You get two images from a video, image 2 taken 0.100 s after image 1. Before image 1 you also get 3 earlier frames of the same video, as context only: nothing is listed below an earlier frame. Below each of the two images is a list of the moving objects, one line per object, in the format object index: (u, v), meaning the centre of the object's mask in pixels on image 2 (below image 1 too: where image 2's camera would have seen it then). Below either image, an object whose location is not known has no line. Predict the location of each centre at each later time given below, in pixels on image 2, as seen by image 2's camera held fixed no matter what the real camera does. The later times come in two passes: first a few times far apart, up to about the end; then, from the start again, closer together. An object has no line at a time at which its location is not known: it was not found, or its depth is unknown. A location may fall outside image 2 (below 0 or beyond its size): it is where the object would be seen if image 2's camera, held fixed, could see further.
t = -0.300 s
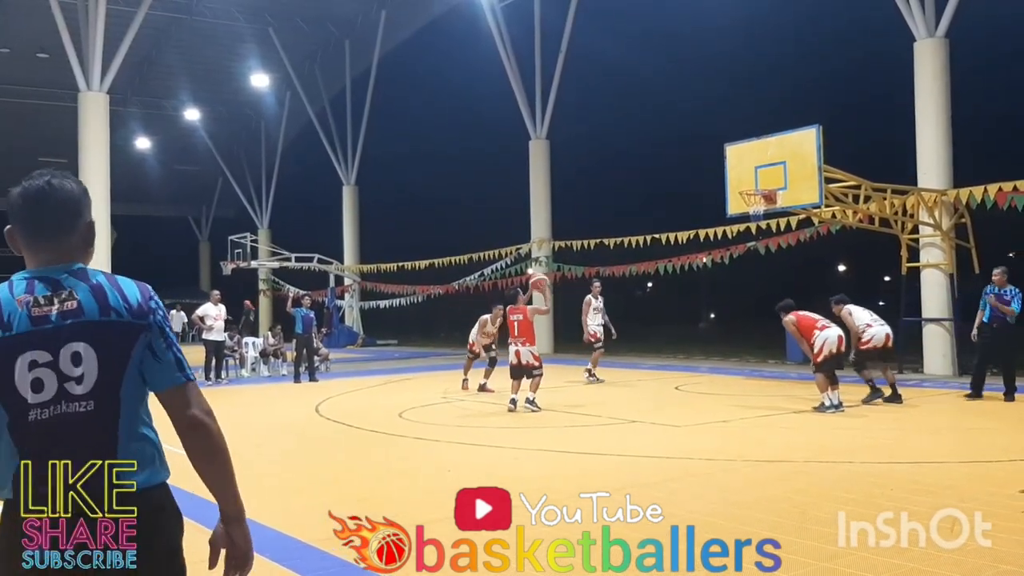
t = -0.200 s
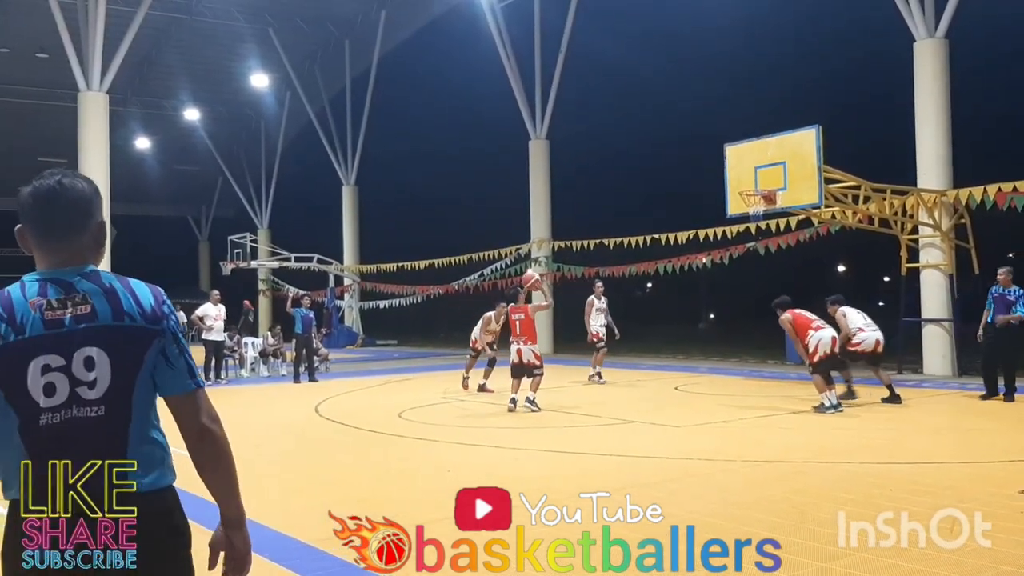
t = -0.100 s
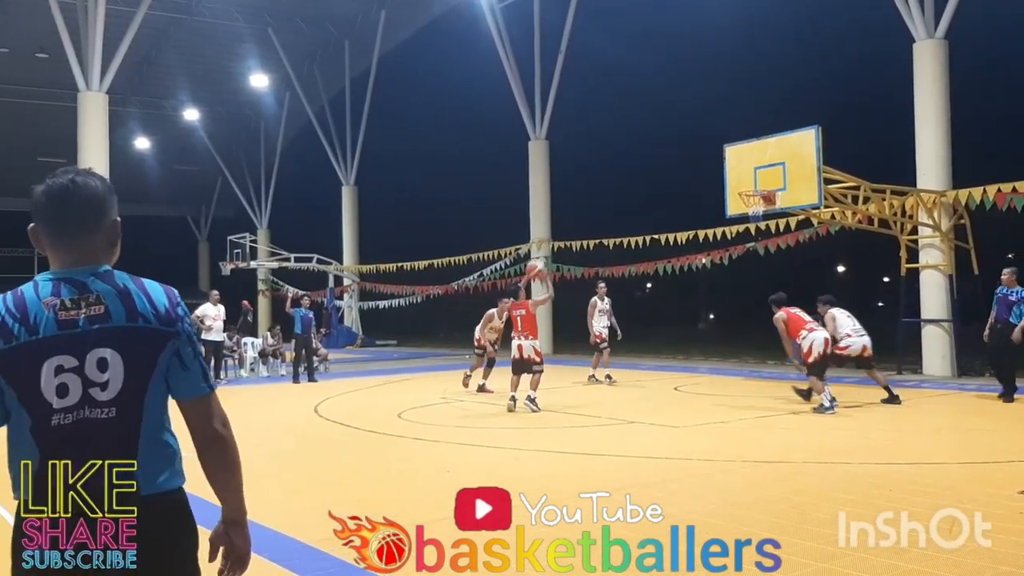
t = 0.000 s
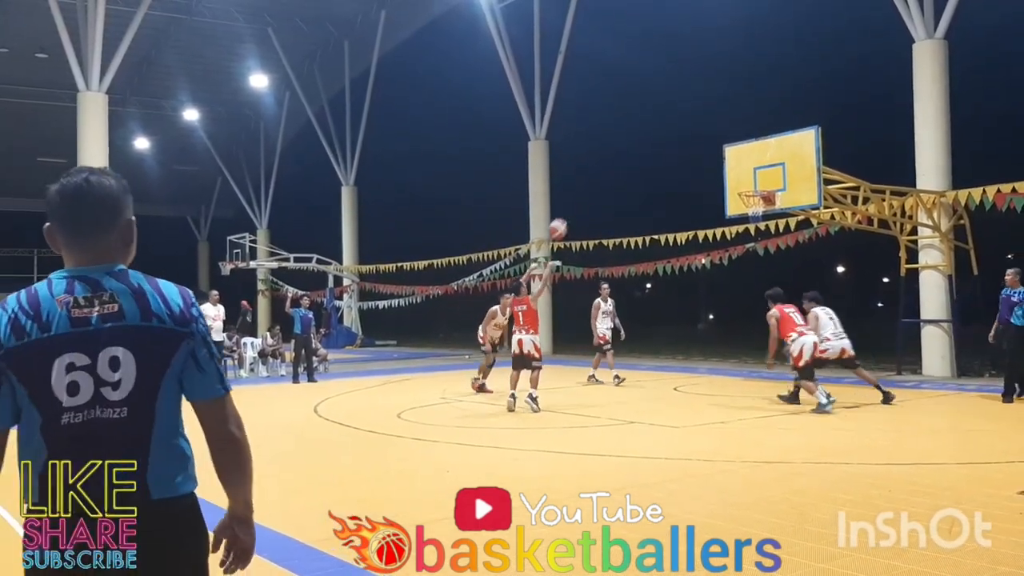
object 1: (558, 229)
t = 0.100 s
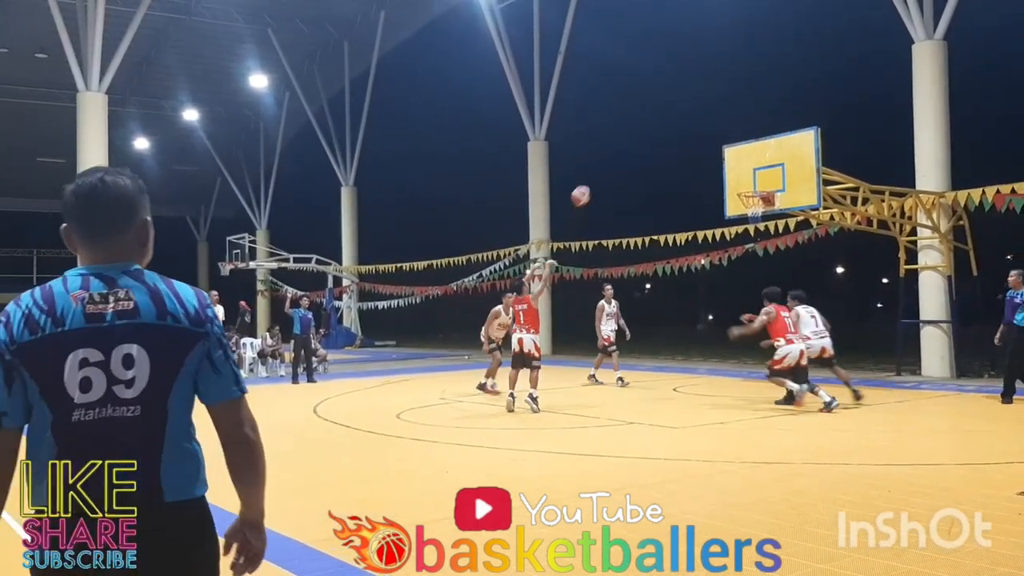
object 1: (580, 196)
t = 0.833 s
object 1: (732, 175)
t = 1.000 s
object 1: (738, 174)
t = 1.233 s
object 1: (733, 174)
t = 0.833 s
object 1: (732, 175)
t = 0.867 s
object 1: (738, 183)
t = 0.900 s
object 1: (740, 184)
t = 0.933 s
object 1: (739, 180)
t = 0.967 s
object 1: (738, 176)
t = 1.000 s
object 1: (738, 174)
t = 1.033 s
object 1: (737, 172)
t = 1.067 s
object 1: (736, 170)
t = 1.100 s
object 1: (736, 170)
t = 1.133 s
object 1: (735, 170)
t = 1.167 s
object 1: (734, 170)
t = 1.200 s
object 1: (733, 172)
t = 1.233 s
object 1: (733, 174)
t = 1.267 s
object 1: (732, 177)
